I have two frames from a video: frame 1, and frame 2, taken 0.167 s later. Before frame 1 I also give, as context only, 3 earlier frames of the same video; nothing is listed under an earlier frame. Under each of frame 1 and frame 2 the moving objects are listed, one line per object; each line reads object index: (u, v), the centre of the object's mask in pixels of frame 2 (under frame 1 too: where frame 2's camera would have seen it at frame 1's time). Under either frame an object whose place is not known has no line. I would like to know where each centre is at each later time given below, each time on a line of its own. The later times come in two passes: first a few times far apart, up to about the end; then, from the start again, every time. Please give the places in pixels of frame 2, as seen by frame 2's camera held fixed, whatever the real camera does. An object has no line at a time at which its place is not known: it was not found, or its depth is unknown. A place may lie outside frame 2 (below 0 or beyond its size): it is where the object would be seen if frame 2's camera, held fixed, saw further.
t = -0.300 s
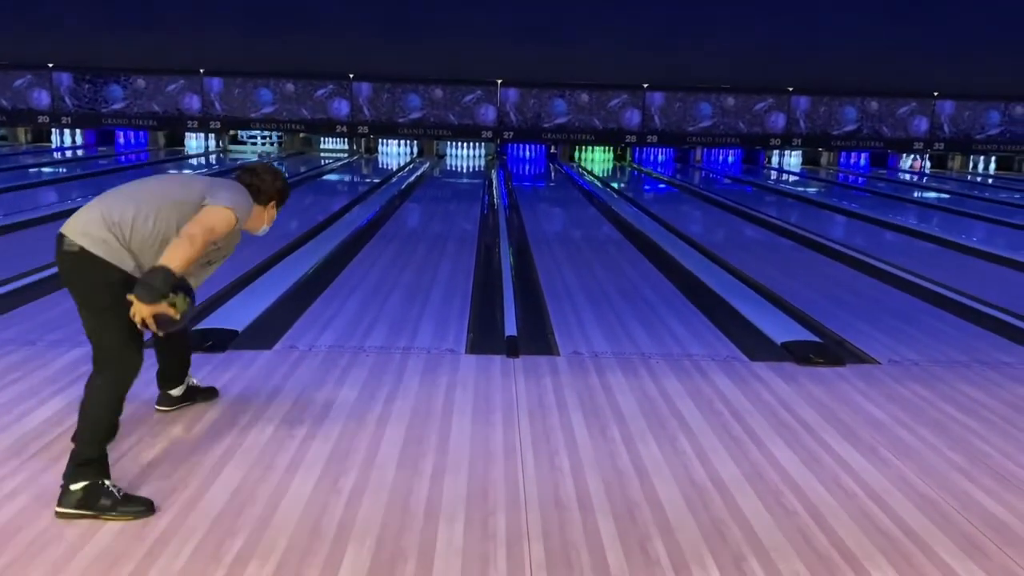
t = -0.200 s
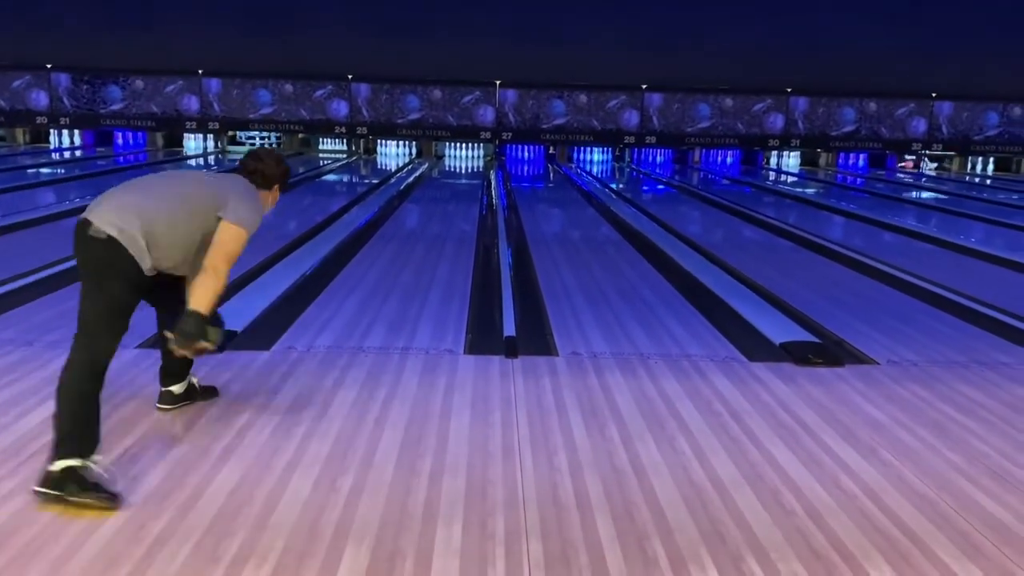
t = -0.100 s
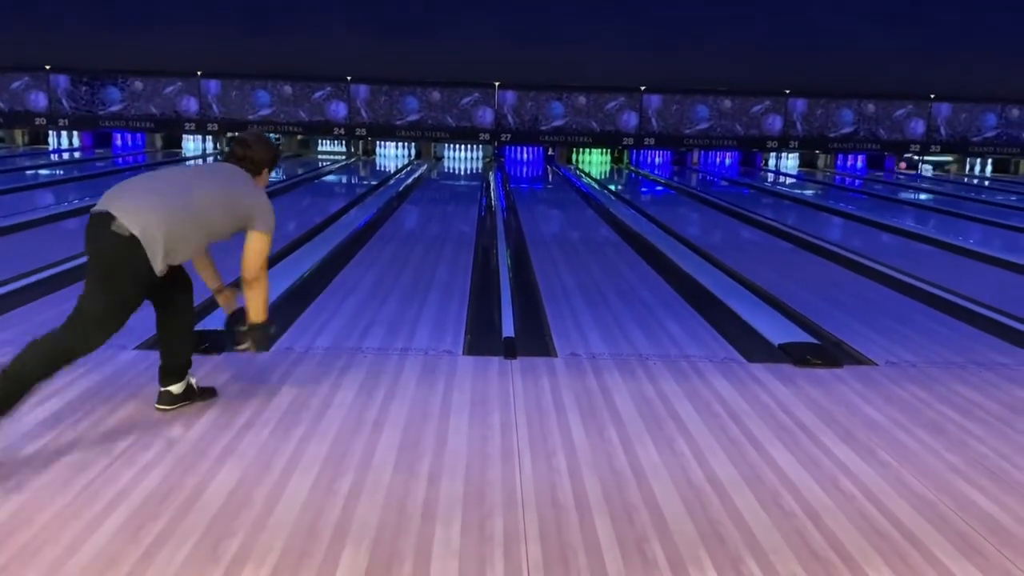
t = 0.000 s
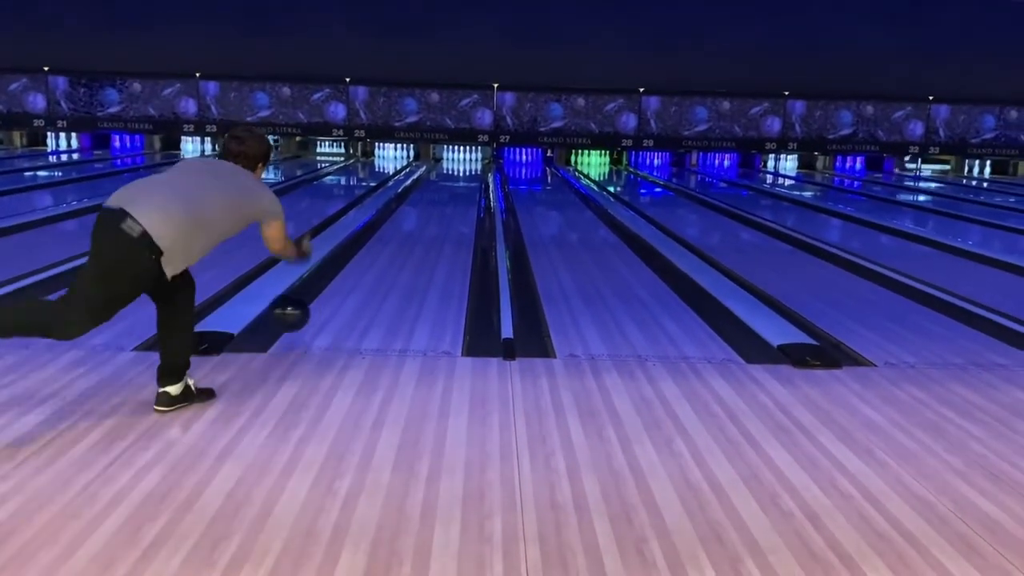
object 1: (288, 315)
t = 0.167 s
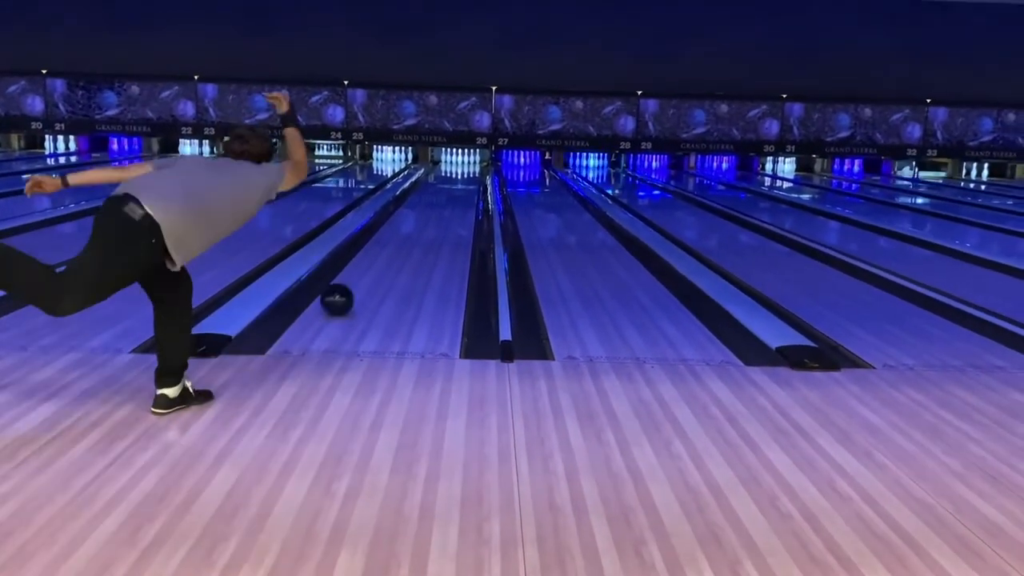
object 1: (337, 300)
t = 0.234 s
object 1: (352, 288)
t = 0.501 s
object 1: (395, 251)
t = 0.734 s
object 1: (420, 230)
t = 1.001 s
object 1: (438, 213)
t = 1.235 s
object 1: (451, 202)
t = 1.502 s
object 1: (462, 192)
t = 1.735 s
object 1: (468, 185)
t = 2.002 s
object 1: (473, 179)
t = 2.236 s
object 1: (475, 174)
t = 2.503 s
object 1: (475, 170)
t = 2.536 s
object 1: (474, 169)
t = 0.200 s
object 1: (345, 293)
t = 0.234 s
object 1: (352, 288)
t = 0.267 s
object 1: (359, 282)
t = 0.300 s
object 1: (365, 277)
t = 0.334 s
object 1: (371, 272)
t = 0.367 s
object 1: (376, 267)
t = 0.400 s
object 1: (381, 263)
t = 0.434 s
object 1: (386, 259)
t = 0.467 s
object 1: (391, 255)
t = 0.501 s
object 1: (395, 251)
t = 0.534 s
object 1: (399, 248)
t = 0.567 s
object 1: (403, 244)
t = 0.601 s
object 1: (406, 241)
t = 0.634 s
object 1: (410, 238)
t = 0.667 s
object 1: (413, 235)
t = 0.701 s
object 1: (417, 233)
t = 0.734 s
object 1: (420, 230)
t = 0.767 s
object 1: (422, 228)
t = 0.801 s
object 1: (425, 225)
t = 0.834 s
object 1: (427, 223)
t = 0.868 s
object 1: (430, 221)
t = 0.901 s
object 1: (433, 218)
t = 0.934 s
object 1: (435, 217)
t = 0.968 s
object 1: (437, 215)
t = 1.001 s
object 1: (438, 213)
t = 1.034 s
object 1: (441, 211)
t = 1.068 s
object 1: (443, 209)
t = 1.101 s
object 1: (445, 207)
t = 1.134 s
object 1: (446, 206)
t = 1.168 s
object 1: (448, 205)
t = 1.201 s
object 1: (449, 203)
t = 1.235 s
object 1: (451, 202)
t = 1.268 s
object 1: (453, 200)
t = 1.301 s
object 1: (454, 200)
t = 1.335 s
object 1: (455, 198)
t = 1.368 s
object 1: (456, 197)
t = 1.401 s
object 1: (458, 196)
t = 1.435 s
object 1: (459, 194)
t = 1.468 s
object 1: (460, 193)
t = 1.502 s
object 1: (462, 192)
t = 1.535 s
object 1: (462, 191)
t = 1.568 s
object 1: (464, 189)
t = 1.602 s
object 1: (464, 188)
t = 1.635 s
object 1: (465, 188)
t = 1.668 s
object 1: (466, 187)
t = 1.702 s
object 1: (466, 187)
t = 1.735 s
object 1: (468, 185)
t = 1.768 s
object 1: (468, 184)
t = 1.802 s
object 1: (469, 184)
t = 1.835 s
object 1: (469, 183)
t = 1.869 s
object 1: (471, 180)
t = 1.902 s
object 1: (472, 180)
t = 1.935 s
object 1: (472, 180)
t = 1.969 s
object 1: (472, 180)
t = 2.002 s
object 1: (473, 179)
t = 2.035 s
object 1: (474, 179)
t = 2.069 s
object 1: (473, 178)
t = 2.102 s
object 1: (473, 177)
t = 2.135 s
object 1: (473, 177)
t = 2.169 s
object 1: (474, 176)
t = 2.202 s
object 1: (474, 174)
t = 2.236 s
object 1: (475, 174)
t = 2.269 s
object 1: (475, 173)
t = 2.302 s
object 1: (475, 172)
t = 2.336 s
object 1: (475, 172)
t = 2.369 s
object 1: (475, 172)
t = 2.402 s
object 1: (475, 171)
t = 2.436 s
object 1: (475, 170)
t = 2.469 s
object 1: (475, 170)
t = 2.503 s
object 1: (475, 170)
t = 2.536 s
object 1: (474, 169)
